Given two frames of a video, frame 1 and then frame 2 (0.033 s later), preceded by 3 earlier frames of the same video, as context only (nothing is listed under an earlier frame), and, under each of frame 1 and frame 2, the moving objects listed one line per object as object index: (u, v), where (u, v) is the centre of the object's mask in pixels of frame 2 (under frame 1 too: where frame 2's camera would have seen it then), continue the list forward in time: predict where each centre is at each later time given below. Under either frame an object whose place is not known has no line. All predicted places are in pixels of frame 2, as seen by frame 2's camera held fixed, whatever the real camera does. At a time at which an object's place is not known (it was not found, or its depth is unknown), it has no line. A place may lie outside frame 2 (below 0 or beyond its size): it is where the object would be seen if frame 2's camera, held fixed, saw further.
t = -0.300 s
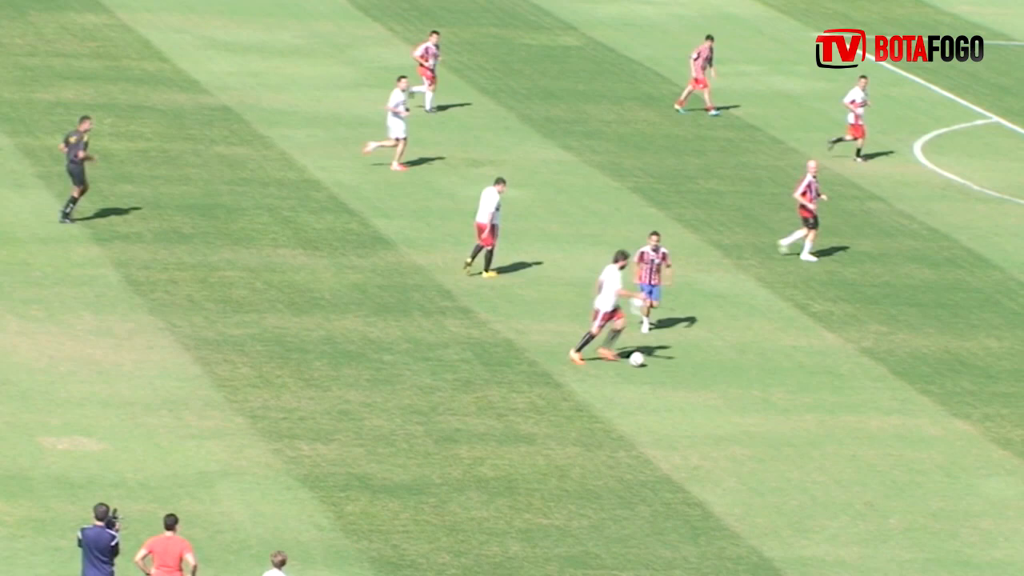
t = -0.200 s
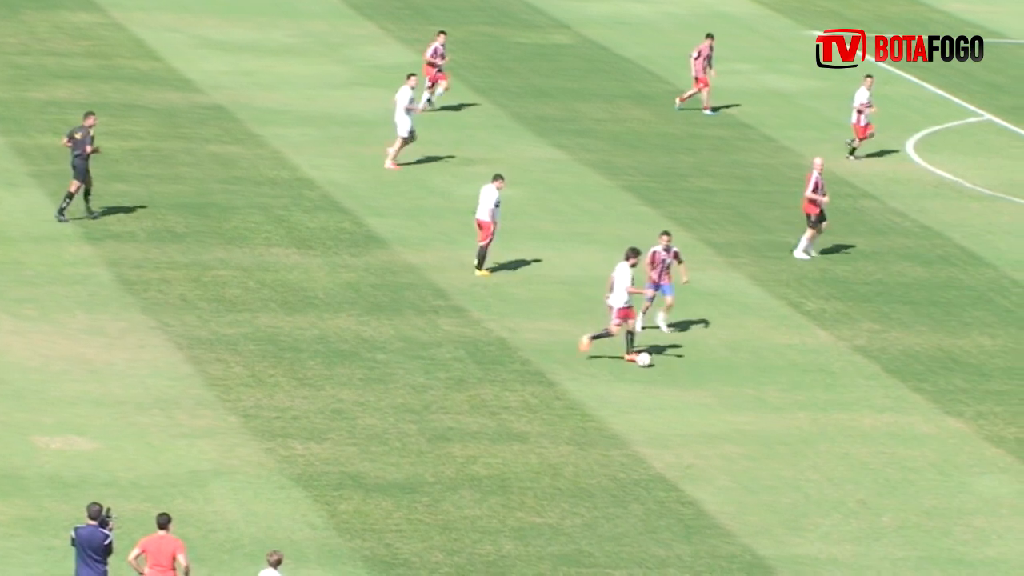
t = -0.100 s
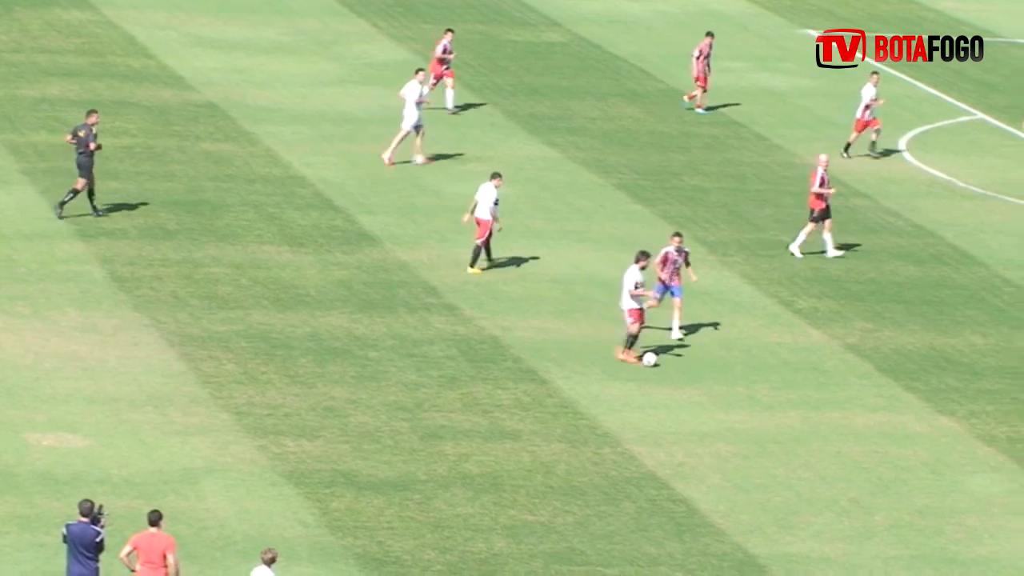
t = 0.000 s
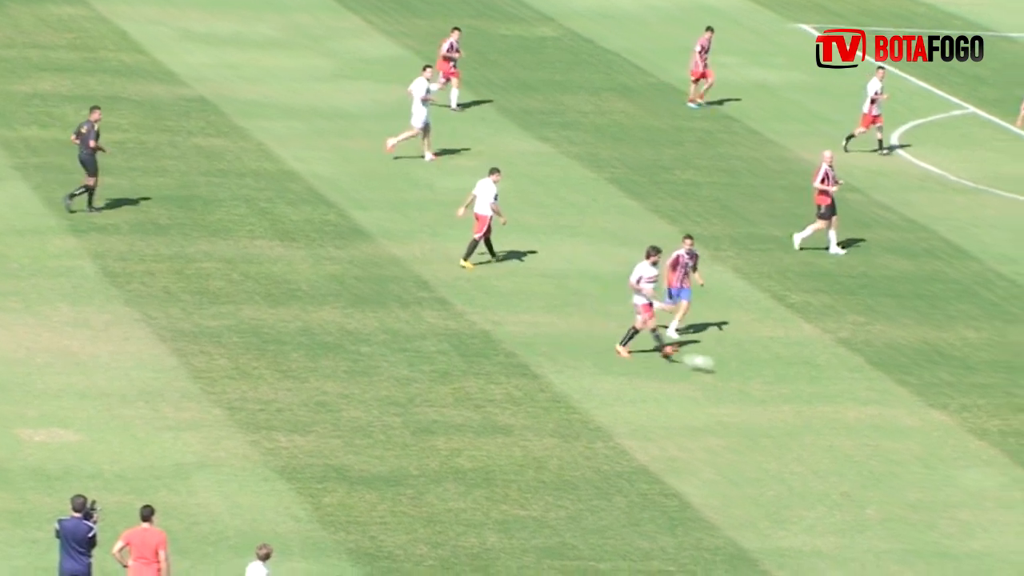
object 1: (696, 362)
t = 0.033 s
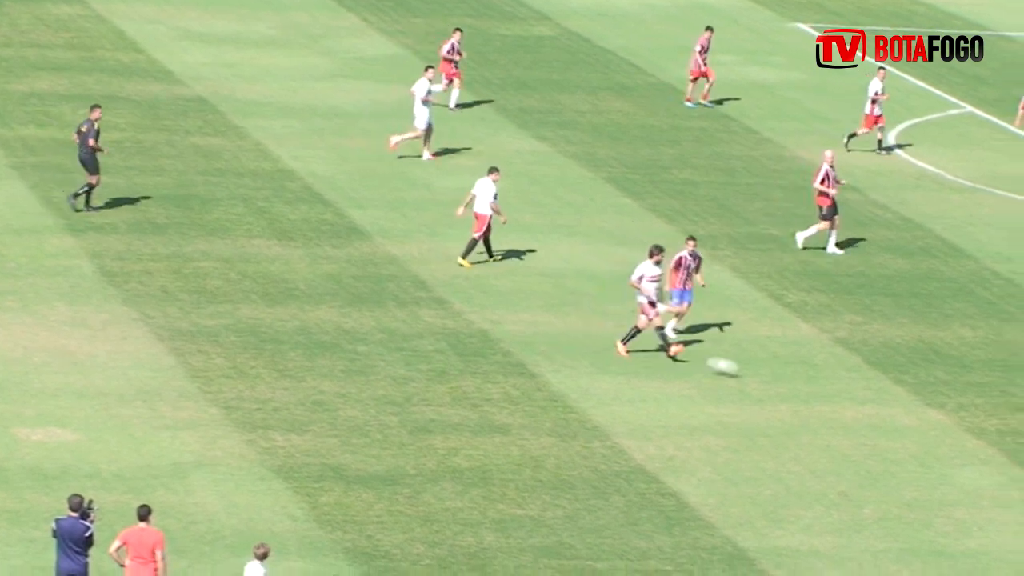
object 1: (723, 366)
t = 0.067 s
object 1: (749, 372)
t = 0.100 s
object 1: (776, 378)
